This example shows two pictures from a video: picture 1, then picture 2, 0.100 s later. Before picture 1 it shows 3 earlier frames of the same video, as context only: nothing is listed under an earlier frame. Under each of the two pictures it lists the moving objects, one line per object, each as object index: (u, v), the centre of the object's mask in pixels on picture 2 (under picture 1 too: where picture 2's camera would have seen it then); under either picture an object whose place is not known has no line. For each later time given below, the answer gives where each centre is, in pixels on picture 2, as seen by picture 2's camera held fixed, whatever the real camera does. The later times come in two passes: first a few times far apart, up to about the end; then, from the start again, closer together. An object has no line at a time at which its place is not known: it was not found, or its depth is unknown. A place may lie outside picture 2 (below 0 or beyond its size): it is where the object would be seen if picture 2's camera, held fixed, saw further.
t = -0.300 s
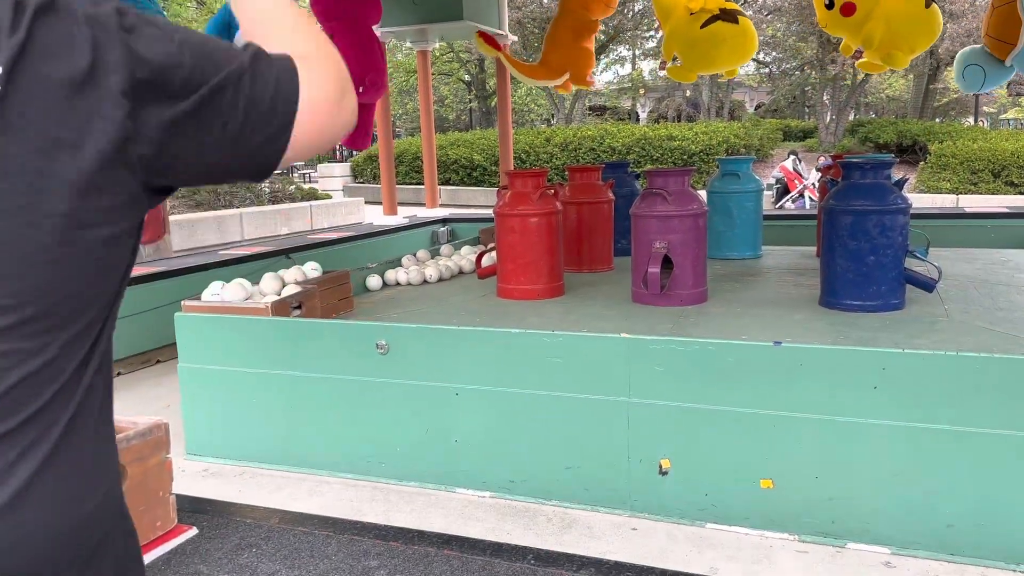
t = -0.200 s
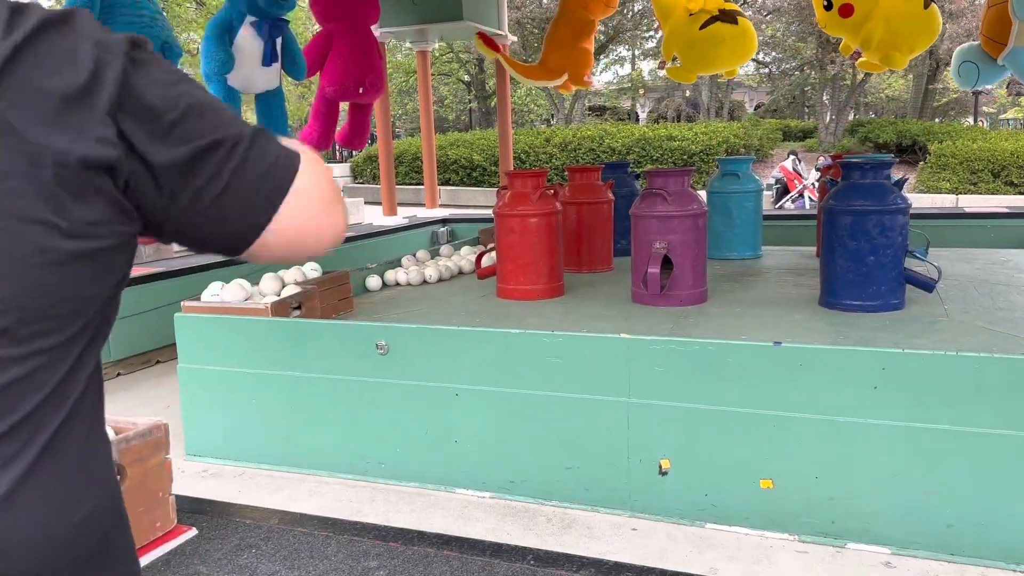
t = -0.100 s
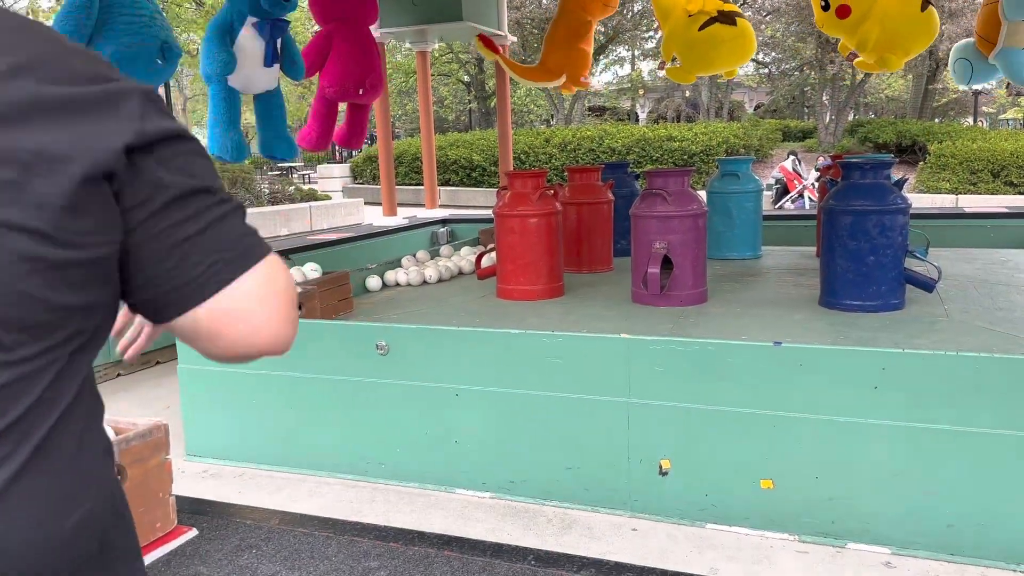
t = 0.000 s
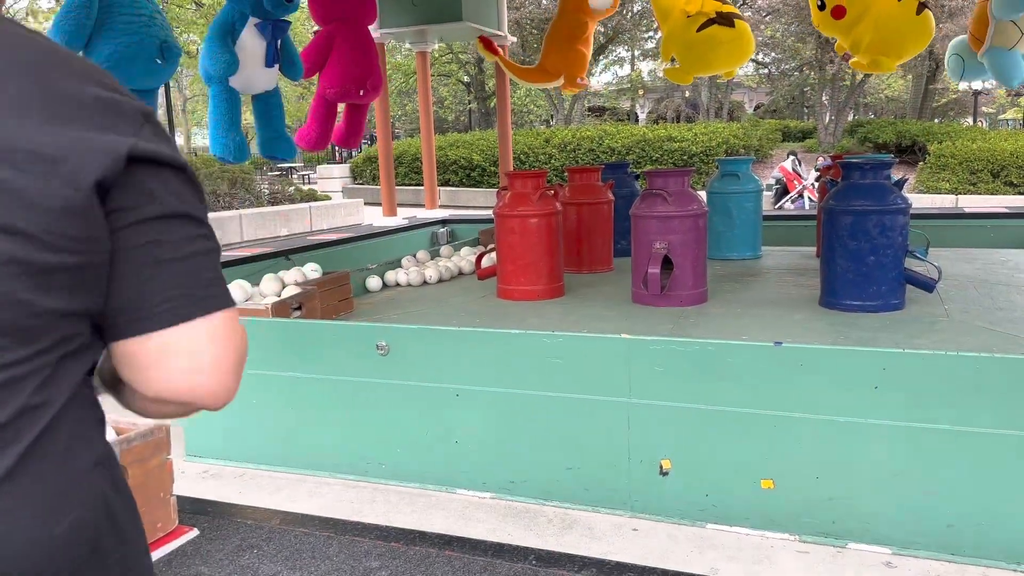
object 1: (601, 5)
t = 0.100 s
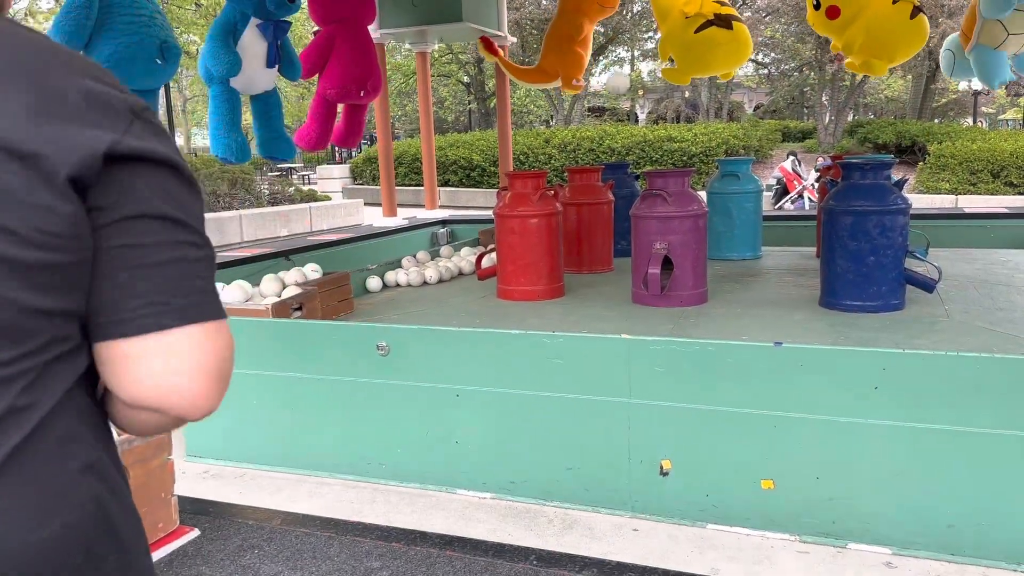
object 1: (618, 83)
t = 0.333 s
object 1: (560, 197)
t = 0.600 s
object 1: (562, 287)
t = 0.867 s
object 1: (556, 326)
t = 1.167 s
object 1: (606, 330)
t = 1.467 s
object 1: (638, 331)
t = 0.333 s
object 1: (560, 197)
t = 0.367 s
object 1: (560, 210)
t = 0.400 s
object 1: (561, 225)
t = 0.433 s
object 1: (561, 243)
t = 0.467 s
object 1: (562, 264)
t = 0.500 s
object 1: (563, 287)
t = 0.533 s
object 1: (563, 303)
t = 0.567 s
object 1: (563, 294)
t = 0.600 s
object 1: (562, 287)
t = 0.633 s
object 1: (561, 283)
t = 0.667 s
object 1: (561, 282)
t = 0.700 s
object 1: (560, 283)
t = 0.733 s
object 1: (559, 287)
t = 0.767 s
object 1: (559, 293)
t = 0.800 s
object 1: (558, 303)
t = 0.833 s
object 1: (557, 316)
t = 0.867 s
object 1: (556, 326)
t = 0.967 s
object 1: (565, 328)
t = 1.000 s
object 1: (572, 325)
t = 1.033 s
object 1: (579, 325)
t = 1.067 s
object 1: (586, 325)
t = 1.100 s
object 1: (593, 326)
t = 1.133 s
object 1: (600, 329)
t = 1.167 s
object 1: (606, 330)
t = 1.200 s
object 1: (610, 328)
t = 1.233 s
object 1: (614, 327)
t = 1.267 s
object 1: (618, 328)
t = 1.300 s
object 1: (622, 330)
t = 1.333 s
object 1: (625, 331)
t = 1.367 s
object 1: (628, 330)
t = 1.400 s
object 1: (631, 330)
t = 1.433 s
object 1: (634, 331)
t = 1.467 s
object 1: (638, 331)
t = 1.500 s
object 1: (642, 331)
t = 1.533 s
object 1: (645, 331)
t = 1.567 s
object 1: (648, 331)
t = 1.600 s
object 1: (651, 331)
